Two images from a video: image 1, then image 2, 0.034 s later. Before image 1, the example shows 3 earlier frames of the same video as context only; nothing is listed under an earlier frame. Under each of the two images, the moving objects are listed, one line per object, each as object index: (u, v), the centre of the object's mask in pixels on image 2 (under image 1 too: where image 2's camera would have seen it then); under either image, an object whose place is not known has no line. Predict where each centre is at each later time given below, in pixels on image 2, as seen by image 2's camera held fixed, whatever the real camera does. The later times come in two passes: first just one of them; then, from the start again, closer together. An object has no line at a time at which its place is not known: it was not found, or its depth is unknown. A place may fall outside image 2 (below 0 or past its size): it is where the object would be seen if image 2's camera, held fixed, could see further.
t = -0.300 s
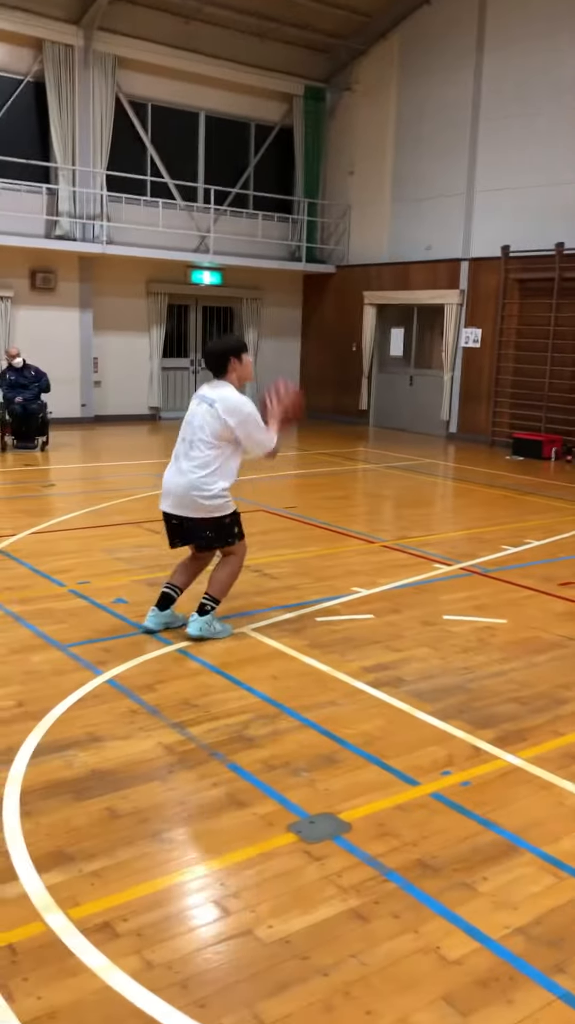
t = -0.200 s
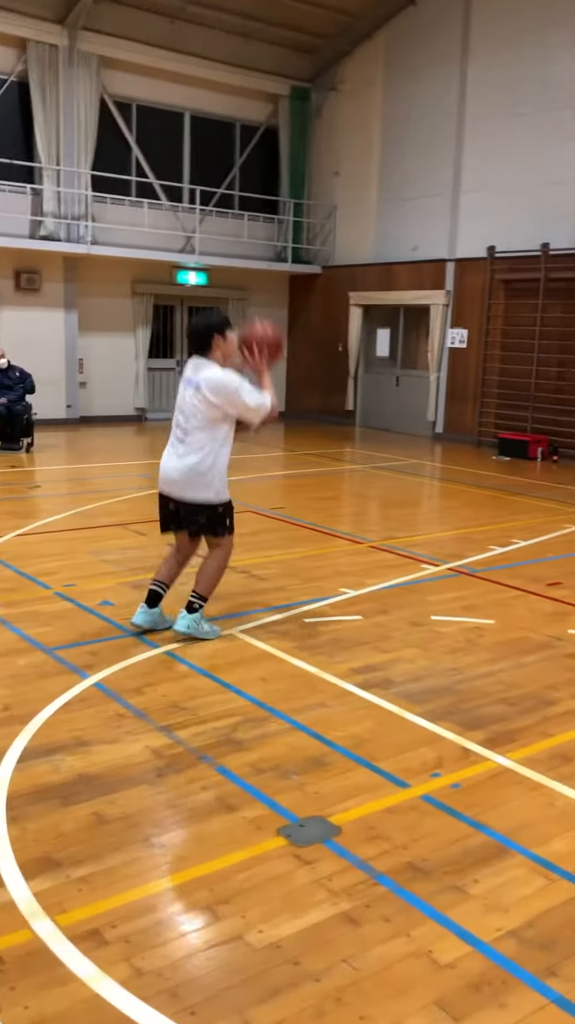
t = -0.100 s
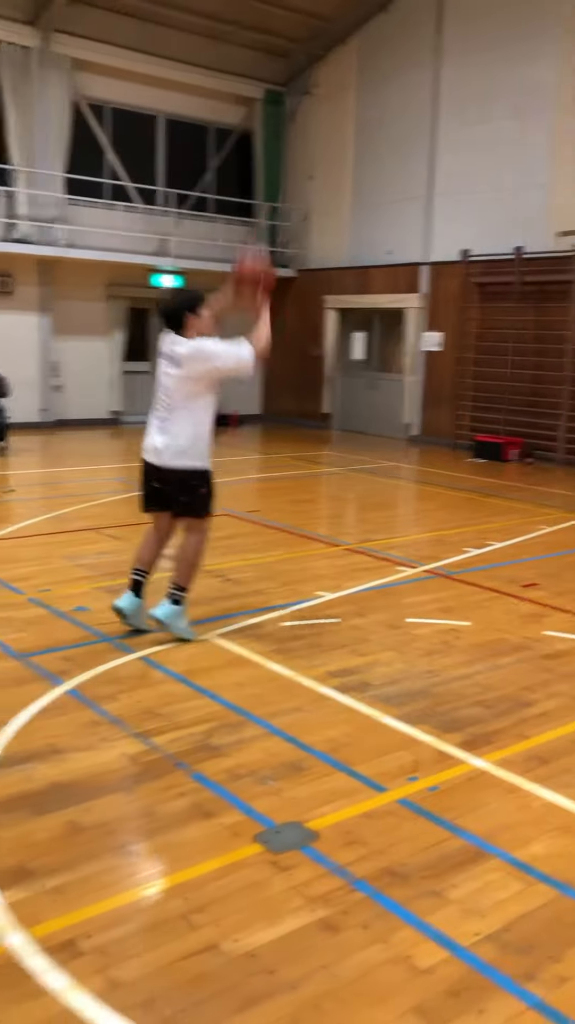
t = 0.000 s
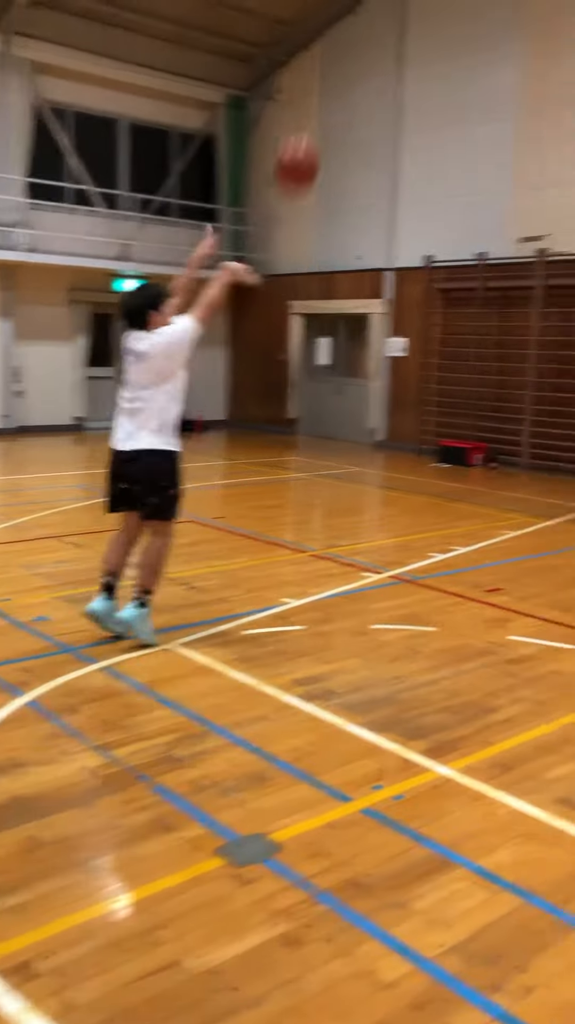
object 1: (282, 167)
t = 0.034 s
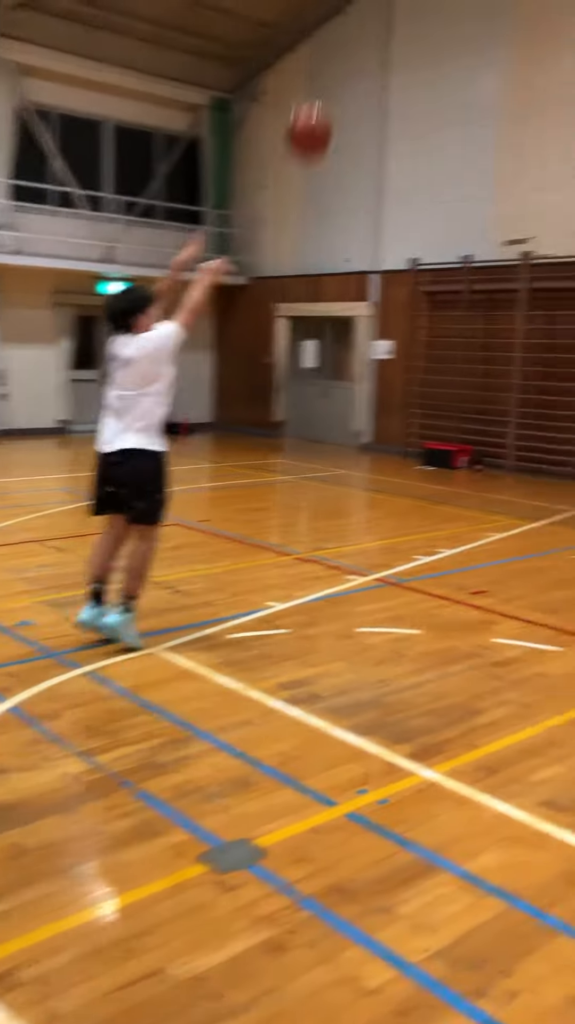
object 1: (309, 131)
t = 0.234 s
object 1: (468, -13)
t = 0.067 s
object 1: (336, 99)
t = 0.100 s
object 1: (363, 69)
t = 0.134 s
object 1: (390, 44)
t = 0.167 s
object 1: (417, 19)
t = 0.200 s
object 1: (443, 1)
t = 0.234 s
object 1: (468, -13)
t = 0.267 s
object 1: (492, -27)
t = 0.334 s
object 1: (541, -57)
